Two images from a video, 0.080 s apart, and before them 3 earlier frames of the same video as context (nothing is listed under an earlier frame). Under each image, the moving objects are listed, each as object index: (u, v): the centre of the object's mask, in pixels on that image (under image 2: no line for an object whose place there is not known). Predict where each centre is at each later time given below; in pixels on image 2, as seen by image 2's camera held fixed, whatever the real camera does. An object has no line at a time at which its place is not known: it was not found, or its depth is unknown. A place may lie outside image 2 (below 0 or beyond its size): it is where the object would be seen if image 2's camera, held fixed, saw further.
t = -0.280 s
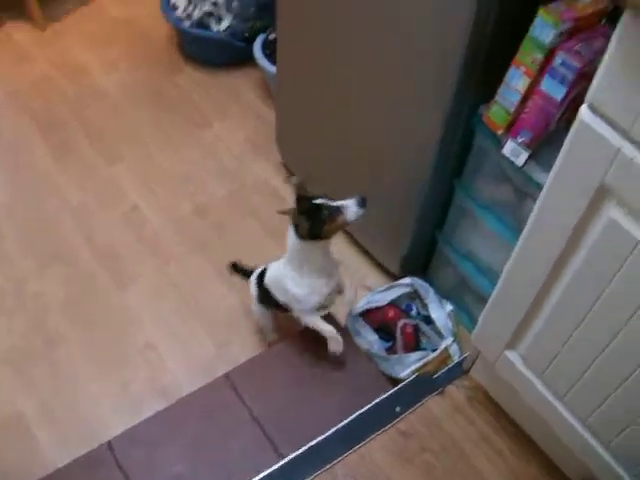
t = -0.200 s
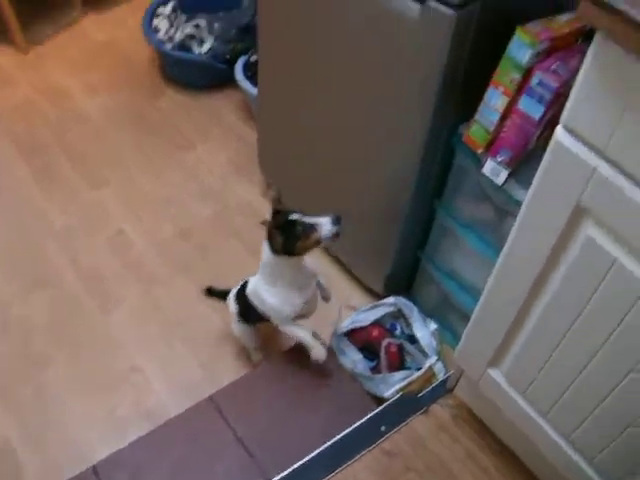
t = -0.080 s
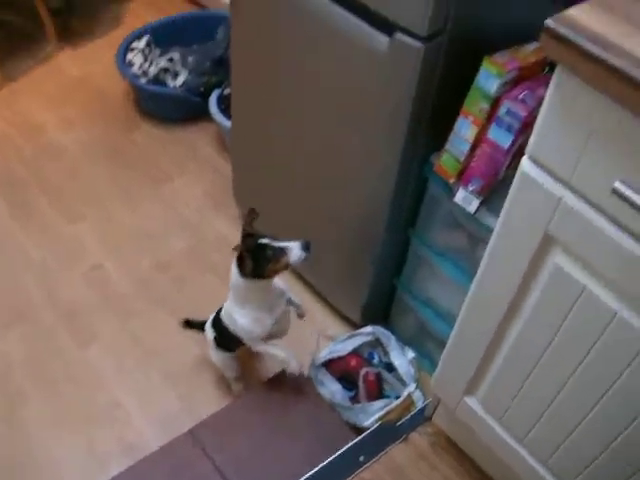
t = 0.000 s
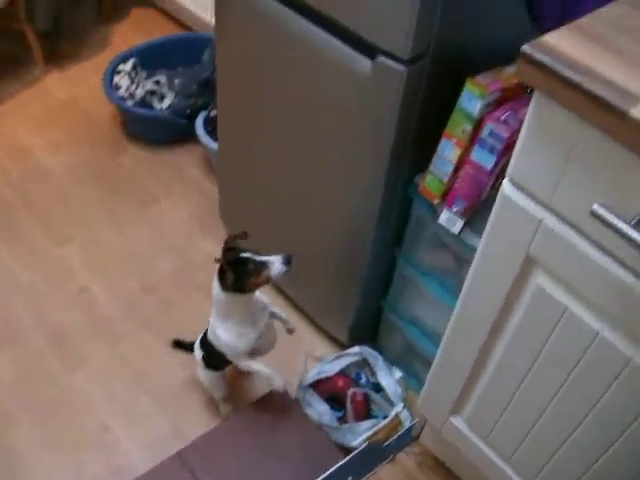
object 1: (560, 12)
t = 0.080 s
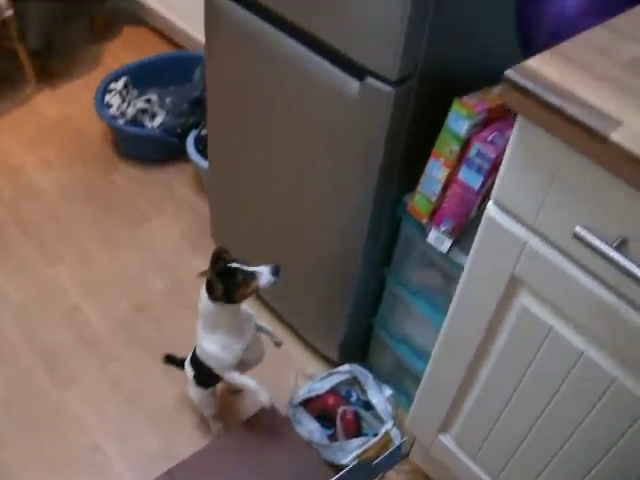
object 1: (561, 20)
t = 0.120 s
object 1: (569, 13)
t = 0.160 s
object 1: (572, 8)
